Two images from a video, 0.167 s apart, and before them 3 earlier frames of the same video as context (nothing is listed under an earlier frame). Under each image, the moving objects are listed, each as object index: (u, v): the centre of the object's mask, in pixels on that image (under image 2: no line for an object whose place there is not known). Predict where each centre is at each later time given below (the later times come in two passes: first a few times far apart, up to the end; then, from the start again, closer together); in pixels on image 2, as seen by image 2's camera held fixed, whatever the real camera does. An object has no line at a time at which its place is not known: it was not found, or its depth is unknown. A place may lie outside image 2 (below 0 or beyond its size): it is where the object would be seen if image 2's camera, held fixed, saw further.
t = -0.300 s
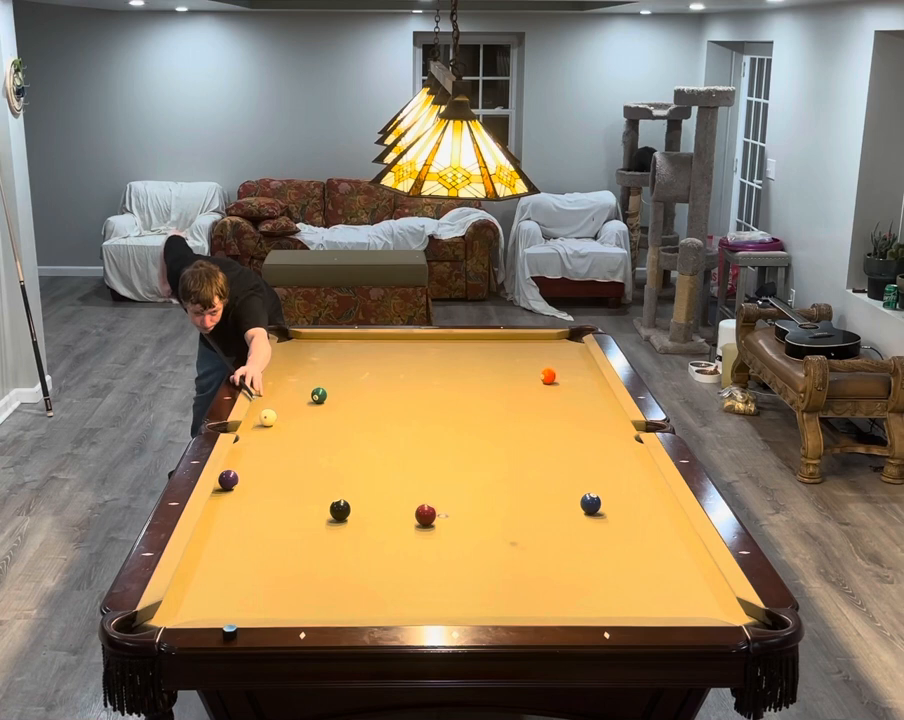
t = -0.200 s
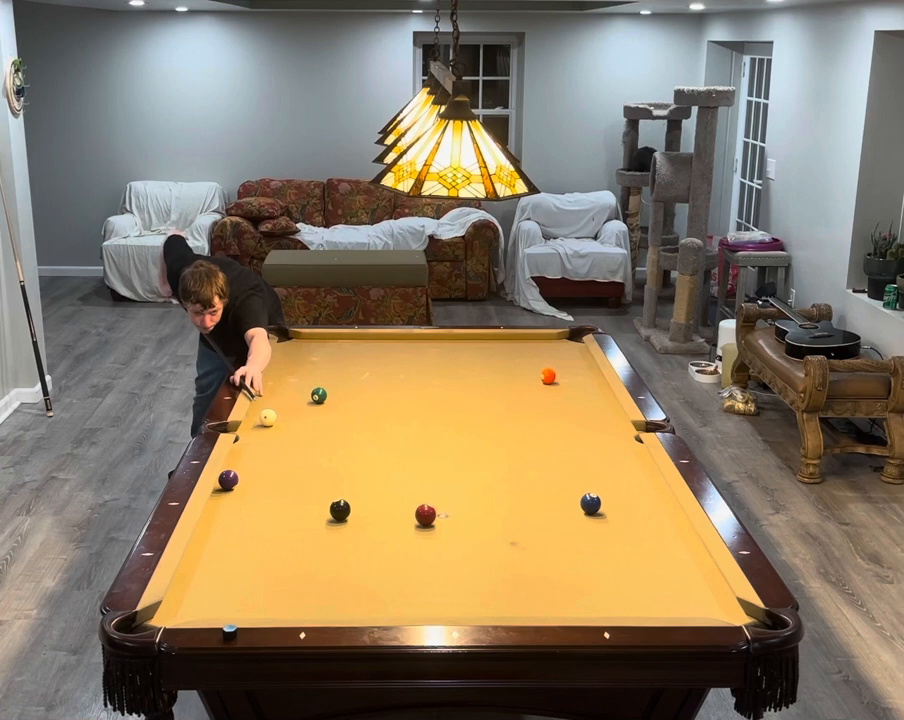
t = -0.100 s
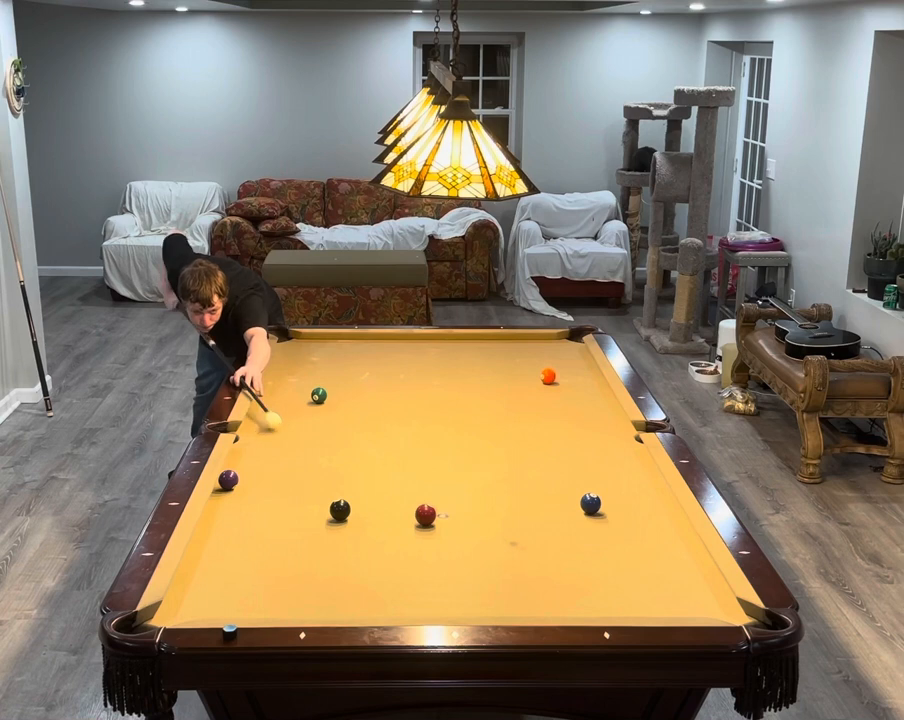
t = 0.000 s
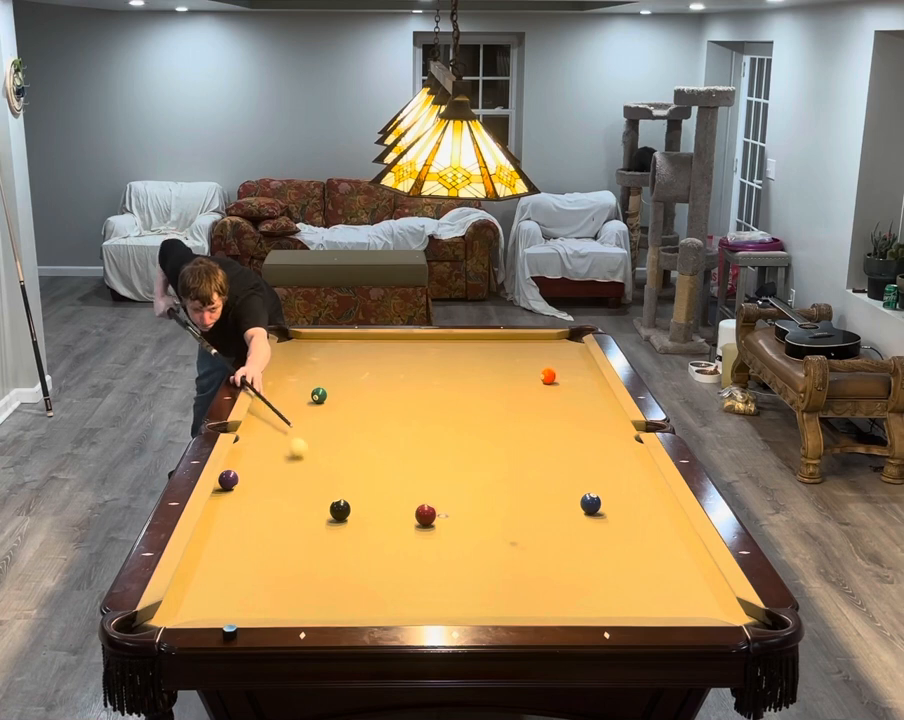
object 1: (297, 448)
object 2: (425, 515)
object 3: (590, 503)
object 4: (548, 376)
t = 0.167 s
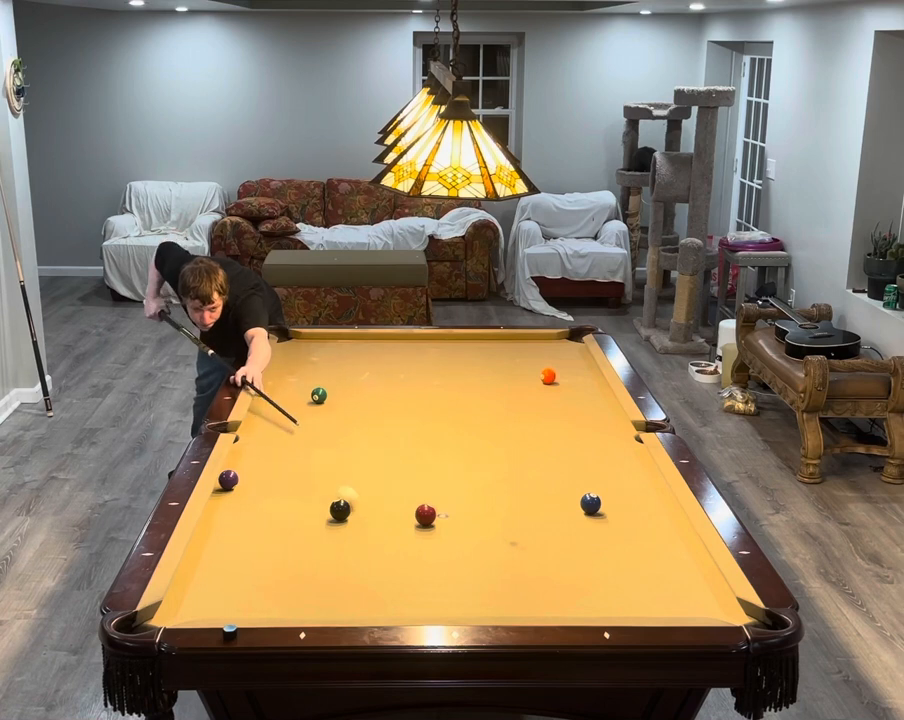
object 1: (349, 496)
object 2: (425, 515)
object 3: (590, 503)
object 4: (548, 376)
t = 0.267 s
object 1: (404, 518)
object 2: (426, 515)
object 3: (590, 503)
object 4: (548, 376)
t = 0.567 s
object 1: (489, 601)
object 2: (524, 505)
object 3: (590, 503)
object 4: (548, 376)
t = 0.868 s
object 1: (538, 566)
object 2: (581, 495)
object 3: (619, 506)
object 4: (548, 376)
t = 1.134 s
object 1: (567, 526)
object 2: (604, 484)
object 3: (667, 511)
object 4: (548, 376)
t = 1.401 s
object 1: (592, 493)
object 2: (624, 473)
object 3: (653, 514)
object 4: (548, 376)
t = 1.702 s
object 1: (615, 461)
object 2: (644, 464)
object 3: (627, 516)
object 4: (548, 376)
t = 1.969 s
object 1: (630, 438)
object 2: (632, 459)
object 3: (607, 519)
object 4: (548, 376)
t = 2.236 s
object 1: (607, 422)
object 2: (619, 454)
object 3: (589, 521)
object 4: (548, 376)
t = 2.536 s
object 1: (584, 406)
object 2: (606, 451)
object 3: (571, 523)
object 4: (548, 376)
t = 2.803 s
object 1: (566, 394)
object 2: (596, 447)
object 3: (556, 524)
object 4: (548, 376)
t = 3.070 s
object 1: (550, 383)
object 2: (587, 445)
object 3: (544, 524)
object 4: (547, 373)
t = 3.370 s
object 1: (534, 378)
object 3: (533, 525)
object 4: (548, 370)
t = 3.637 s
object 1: (521, 376)
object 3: (526, 526)
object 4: (548, 365)
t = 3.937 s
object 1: (507, 373)
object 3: (521, 526)
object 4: (547, 359)
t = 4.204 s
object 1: (497, 371)
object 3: (518, 526)
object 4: (547, 355)
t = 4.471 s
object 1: (488, 369)
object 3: (517, 526)
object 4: (547, 351)
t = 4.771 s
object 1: (480, 368)
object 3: (517, 526)
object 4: (546, 348)
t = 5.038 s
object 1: (474, 367)
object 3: (517, 526)
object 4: (546, 345)
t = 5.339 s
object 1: (469, 366)
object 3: (517, 526)
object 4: (545, 342)
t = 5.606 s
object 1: (466, 365)
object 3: (517, 526)
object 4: (544, 341)
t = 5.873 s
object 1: (464, 365)
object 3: (517, 526)
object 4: (544, 339)
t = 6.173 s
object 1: (464, 365)
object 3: (517, 526)
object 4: (542, 338)
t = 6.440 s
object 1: (464, 365)
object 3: (517, 526)
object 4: (541, 337)
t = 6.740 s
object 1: (464, 365)
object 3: (517, 526)
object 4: (541, 337)
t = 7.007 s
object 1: (464, 365)
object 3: (517, 526)
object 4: (542, 337)
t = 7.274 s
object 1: (464, 365)
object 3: (517, 526)
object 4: (542, 337)
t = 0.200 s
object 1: (363, 506)
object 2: (425, 515)
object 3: (590, 503)
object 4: (548, 376)
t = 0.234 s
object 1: (383, 511)
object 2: (425, 515)
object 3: (590, 503)
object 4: (548, 376)
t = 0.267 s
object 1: (404, 518)
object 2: (426, 515)
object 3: (590, 503)
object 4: (548, 376)
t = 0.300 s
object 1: (410, 525)
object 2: (439, 513)
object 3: (590, 503)
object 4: (548, 376)
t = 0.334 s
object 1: (418, 534)
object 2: (452, 512)
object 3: (590, 503)
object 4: (548, 376)
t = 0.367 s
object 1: (427, 543)
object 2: (463, 511)
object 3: (590, 503)
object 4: (548, 376)
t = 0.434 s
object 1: (446, 561)
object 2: (483, 509)
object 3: (590, 503)
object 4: (548, 376)
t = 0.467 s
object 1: (457, 571)
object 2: (494, 508)
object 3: (590, 503)
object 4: (548, 376)
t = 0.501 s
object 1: (467, 581)
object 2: (504, 507)
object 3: (590, 503)
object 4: (548, 376)
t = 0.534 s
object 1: (478, 592)
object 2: (514, 507)
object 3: (590, 503)
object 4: (548, 376)
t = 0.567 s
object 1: (489, 601)
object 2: (524, 505)
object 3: (590, 503)
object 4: (548, 376)
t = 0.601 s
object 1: (500, 607)
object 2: (534, 505)
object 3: (590, 503)
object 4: (548, 376)
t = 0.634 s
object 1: (508, 607)
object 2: (543, 504)
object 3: (590, 503)
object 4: (548, 376)
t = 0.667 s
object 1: (512, 602)
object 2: (553, 502)
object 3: (590, 503)
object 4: (548, 376)
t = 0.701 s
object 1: (516, 596)
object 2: (563, 502)
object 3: (590, 503)
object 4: (548, 376)
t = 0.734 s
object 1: (521, 589)
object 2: (570, 501)
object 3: (593, 504)
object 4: (548, 376)
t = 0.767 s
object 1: (525, 583)
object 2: (571, 499)
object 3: (601, 505)
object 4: (548, 376)
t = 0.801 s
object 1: (530, 577)
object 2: (574, 497)
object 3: (607, 505)
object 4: (548, 376)
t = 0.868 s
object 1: (538, 566)
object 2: (581, 495)
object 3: (619, 506)
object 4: (548, 376)
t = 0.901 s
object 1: (542, 560)
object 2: (584, 493)
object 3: (625, 507)
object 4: (548, 376)
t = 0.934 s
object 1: (546, 555)
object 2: (587, 491)
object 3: (631, 507)
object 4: (548, 376)
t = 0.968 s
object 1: (549, 550)
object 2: (590, 490)
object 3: (637, 508)
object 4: (548, 376)
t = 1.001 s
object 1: (553, 545)
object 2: (593, 489)
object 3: (643, 508)
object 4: (548, 376)
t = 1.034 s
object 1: (557, 540)
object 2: (595, 487)
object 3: (649, 509)
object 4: (548, 376)
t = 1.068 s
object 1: (560, 535)
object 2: (598, 486)
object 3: (655, 510)
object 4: (548, 376)
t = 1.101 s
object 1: (564, 531)
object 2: (601, 485)
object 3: (661, 510)
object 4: (548, 376)
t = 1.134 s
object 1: (567, 526)
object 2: (604, 484)
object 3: (667, 511)
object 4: (548, 376)
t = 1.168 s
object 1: (571, 522)
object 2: (606, 482)
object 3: (672, 511)
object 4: (548, 376)
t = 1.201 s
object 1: (574, 517)
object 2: (609, 481)
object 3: (670, 512)
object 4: (548, 376)
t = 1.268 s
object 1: (580, 509)
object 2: (614, 478)
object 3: (664, 512)
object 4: (548, 376)
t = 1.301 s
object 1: (583, 505)
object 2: (617, 477)
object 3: (661, 513)
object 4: (548, 376)
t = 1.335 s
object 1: (586, 501)
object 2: (619, 476)
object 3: (658, 513)
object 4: (548, 376)
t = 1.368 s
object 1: (589, 496)
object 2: (621, 475)
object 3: (655, 513)
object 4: (548, 376)
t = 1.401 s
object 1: (592, 493)
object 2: (624, 473)
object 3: (653, 514)
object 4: (548, 376)
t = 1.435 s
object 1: (595, 489)
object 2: (626, 472)
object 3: (650, 514)
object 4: (548, 376)
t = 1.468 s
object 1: (597, 485)
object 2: (629, 471)
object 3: (647, 514)
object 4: (548, 376)
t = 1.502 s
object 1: (600, 482)
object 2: (631, 470)
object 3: (644, 515)
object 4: (548, 376)
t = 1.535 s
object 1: (603, 478)
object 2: (633, 469)
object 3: (641, 515)
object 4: (548, 376)
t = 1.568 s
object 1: (605, 474)
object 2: (635, 468)
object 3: (638, 515)
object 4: (548, 376)
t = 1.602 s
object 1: (608, 471)
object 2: (638, 467)
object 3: (635, 516)
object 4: (548, 376)
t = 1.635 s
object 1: (610, 468)
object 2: (640, 466)
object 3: (633, 516)
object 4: (548, 376)
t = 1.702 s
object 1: (615, 461)
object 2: (644, 464)
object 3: (627, 516)
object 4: (548, 376)
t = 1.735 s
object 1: (618, 458)
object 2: (645, 463)
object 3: (625, 517)
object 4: (548, 376)
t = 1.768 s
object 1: (620, 455)
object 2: (643, 462)
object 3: (622, 517)
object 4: (548, 376)
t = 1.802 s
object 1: (622, 452)
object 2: (641, 461)
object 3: (619, 517)
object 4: (548, 376)
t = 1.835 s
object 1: (624, 449)
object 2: (639, 461)
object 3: (617, 518)
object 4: (548, 376)
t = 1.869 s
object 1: (626, 445)
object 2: (637, 460)
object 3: (614, 518)
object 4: (548, 376)
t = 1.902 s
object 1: (628, 443)
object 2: (636, 459)
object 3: (612, 518)
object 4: (548, 376)
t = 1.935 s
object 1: (630, 440)
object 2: (634, 459)
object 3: (609, 519)
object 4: (548, 376)
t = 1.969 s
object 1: (630, 438)
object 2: (632, 459)
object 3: (607, 519)
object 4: (548, 376)
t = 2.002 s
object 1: (627, 435)
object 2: (630, 458)
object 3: (605, 519)
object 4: (548, 376)
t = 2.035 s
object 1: (624, 434)
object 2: (628, 457)
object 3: (602, 519)
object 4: (548, 376)
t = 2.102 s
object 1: (618, 429)
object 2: (625, 457)
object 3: (598, 520)
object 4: (548, 376)
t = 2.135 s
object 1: (615, 427)
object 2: (623, 456)
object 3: (596, 520)
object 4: (548, 376)
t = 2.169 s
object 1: (612, 426)
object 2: (622, 455)
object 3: (593, 520)
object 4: (548, 376)
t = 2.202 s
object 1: (609, 424)
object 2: (620, 455)
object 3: (591, 521)
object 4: (548, 376)
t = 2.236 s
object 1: (607, 422)
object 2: (619, 454)
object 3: (589, 521)
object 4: (548, 376)
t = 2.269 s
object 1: (604, 420)
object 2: (617, 454)
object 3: (587, 521)
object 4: (548, 376)
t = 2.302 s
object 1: (602, 418)
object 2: (616, 453)
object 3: (585, 521)
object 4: (548, 376)
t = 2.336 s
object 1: (599, 416)
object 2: (614, 453)
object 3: (582, 521)
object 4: (548, 376)
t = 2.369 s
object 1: (597, 415)
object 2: (613, 452)
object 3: (580, 522)
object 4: (548, 376)
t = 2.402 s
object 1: (594, 413)
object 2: (611, 452)
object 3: (578, 522)
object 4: (548, 376)
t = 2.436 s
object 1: (592, 411)
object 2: (610, 452)
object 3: (576, 522)
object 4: (548, 376)
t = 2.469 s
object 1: (589, 409)
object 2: (608, 451)
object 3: (574, 522)
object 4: (548, 376)
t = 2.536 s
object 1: (584, 406)
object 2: (606, 451)
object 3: (571, 523)
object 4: (548, 376)
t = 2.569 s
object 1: (582, 405)
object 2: (604, 450)
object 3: (569, 522)
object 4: (548, 376)
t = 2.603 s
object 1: (580, 403)
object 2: (603, 450)
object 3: (567, 522)
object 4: (548, 376)
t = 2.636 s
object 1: (577, 401)
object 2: (602, 449)
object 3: (565, 523)
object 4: (548, 376)
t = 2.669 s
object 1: (575, 400)
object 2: (601, 449)
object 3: (563, 523)
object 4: (548, 376)
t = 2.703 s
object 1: (573, 398)
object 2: (599, 449)
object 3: (561, 523)
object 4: (548, 376)
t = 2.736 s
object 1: (571, 397)
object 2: (598, 448)
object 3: (559, 523)
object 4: (548, 376)
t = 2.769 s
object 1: (568, 395)
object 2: (597, 448)
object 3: (558, 523)
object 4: (548, 376)
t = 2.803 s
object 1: (566, 394)
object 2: (596, 447)
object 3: (556, 524)
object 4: (548, 376)
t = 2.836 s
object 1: (564, 392)
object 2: (594, 447)
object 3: (555, 524)
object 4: (548, 376)
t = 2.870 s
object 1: (562, 391)
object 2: (593, 447)
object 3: (553, 524)
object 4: (548, 376)
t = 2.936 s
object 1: (558, 388)
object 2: (591, 446)
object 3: (550, 524)
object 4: (548, 376)
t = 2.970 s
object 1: (556, 387)
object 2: (590, 446)
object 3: (549, 524)
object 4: (547, 375)
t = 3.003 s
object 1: (554, 385)
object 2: (589, 446)
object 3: (547, 524)
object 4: (547, 375)
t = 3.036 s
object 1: (552, 384)
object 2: (588, 446)
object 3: (546, 524)
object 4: (547, 374)
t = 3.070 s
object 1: (550, 383)
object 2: (587, 445)
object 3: (544, 524)
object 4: (547, 373)
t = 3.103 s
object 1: (549, 382)
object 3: (543, 525)
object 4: (548, 372)
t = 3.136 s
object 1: (547, 381)
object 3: (542, 525)
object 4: (549, 371)
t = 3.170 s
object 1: (545, 380)
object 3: (540, 525)
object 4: (550, 372)
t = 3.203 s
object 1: (543, 380)
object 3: (539, 525)
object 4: (550, 372)
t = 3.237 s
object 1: (541, 380)
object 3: (538, 525)
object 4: (550, 371)
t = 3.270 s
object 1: (539, 379)
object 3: (537, 525)
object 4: (549, 372)
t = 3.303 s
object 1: (537, 379)
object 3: (536, 525)
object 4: (548, 371)
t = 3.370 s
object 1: (534, 378)
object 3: (533, 525)
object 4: (548, 370)
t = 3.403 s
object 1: (532, 378)
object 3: (532, 525)
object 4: (548, 369)
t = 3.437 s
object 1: (530, 378)
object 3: (531, 525)
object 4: (548, 369)
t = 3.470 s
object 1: (528, 377)
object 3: (530, 525)
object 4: (548, 368)
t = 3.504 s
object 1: (527, 377)
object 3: (529, 525)
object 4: (548, 367)
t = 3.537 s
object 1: (525, 377)
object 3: (529, 525)
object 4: (548, 367)
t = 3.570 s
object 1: (524, 376)
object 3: (528, 525)
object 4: (548, 366)
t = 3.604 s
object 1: (522, 376)
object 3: (527, 526)
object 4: (548, 365)
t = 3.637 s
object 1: (521, 376)
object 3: (526, 526)
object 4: (548, 365)
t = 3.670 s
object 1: (519, 375)
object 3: (525, 526)
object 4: (548, 364)
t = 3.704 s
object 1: (517, 375)
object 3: (525, 526)
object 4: (548, 363)
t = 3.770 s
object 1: (514, 374)
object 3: (523, 526)
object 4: (548, 362)
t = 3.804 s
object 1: (513, 374)
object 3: (523, 526)
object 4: (548, 361)
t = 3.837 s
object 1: (511, 374)
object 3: (522, 526)
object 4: (547, 361)
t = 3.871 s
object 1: (510, 374)
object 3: (522, 526)
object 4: (548, 360)
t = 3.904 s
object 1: (509, 373)
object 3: (521, 526)
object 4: (547, 360)
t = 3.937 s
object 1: (507, 373)
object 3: (521, 526)
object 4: (547, 359)
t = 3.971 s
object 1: (506, 373)
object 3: (520, 526)
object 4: (547, 359)
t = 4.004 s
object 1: (505, 373)
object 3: (520, 526)
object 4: (547, 358)
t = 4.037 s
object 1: (503, 372)
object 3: (519, 526)
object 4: (547, 357)
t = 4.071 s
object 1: (502, 372)
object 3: (519, 526)
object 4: (547, 357)
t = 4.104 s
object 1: (501, 372)
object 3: (518, 526)
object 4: (547, 357)
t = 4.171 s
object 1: (498, 371)
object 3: (518, 526)
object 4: (547, 356)
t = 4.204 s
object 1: (497, 371)
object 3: (518, 526)
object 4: (547, 355)
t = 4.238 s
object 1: (496, 371)
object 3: (518, 526)
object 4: (547, 355)
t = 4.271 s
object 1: (495, 371)
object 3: (517, 526)
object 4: (547, 354)
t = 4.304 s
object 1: (494, 370)
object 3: (517, 526)
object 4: (547, 354)
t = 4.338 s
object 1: (493, 370)
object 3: (517, 526)
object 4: (547, 352)
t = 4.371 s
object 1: (492, 370)
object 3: (517, 526)
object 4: (547, 352)
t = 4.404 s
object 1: (490, 370)
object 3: (517, 526)
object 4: (547, 352)
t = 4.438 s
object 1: (489, 370)
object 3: (517, 526)
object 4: (547, 352)
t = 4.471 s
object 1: (488, 369)
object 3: (517, 526)
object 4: (547, 351)
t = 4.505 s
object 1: (488, 369)
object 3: (517, 526)
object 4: (547, 351)
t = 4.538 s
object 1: (487, 369)
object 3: (517, 526)
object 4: (547, 350)
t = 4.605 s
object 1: (485, 369)
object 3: (517, 526)
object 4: (546, 349)
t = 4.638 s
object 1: (484, 368)
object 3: (517, 526)
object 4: (546, 349)
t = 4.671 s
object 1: (483, 368)
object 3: (517, 526)
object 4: (546, 349)
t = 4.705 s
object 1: (482, 368)
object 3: (517, 526)
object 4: (546, 349)
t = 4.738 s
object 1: (481, 368)
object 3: (517, 526)
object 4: (546, 348)
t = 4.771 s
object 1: (480, 368)
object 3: (517, 526)
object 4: (546, 348)
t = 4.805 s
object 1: (479, 367)
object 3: (517, 526)
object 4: (546, 347)
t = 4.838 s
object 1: (478, 367)
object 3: (517, 526)
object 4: (546, 347)
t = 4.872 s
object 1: (478, 367)
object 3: (517, 526)
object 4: (546, 347)
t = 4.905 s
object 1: (477, 367)
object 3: (517, 526)
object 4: (546, 346)
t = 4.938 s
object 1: (477, 367)
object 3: (517, 526)
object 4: (546, 345)
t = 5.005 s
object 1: (475, 367)
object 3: (517, 526)
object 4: (546, 345)
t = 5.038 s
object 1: (474, 367)
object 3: (517, 526)
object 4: (546, 345)
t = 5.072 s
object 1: (474, 366)
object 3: (517, 526)
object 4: (546, 344)
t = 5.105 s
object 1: (473, 366)
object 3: (517, 526)
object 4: (545, 344)
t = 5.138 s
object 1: (473, 366)
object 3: (517, 526)
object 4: (545, 344)
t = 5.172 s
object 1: (472, 366)
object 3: (517, 526)
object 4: (545, 344)
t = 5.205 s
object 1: (471, 366)
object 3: (517, 526)
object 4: (545, 343)
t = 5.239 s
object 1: (471, 366)
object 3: (517, 526)
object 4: (545, 343)
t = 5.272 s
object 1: (470, 366)
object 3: (517, 526)
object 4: (545, 343)
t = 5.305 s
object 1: (470, 366)
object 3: (517, 526)
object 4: (545, 342)
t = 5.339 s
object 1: (469, 366)
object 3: (517, 526)
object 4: (545, 342)
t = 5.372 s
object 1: (469, 366)
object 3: (517, 526)
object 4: (545, 342)
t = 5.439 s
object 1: (468, 365)
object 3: (517, 526)
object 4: (545, 342)
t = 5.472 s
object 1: (468, 365)
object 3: (517, 526)
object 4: (545, 341)
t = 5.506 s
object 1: (467, 365)
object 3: (517, 526)
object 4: (545, 341)
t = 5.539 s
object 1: (467, 365)
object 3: (517, 526)
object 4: (544, 341)
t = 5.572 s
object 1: (467, 365)
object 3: (517, 526)
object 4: (544, 341)
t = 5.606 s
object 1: (466, 365)
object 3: (517, 526)
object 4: (544, 341)
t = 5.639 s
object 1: (466, 365)
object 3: (517, 526)
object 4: (544, 340)
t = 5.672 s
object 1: (466, 365)
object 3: (517, 526)
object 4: (544, 340)
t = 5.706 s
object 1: (466, 365)
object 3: (517, 526)
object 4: (544, 340)
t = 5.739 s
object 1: (465, 365)
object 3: (517, 526)
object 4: (544, 339)
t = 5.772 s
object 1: (465, 365)
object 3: (517, 526)
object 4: (544, 339)
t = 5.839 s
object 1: (465, 365)
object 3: (517, 526)
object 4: (544, 339)
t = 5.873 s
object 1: (464, 365)
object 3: (517, 526)
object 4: (544, 339)
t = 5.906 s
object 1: (464, 365)
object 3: (517, 526)
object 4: (544, 339)
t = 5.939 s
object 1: (464, 365)
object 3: (517, 526)
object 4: (544, 338)
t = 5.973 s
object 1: (464, 365)
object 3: (517, 526)
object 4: (543, 338)
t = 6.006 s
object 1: (464, 365)
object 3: (517, 526)
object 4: (543, 338)
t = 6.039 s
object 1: (464, 365)
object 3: (517, 526)
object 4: (543, 338)
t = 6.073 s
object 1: (464, 365)
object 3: (517, 526)
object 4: (543, 338)
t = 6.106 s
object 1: (464, 365)
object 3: (517, 526)
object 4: (542, 338)
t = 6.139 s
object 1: (464, 365)
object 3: (517, 526)
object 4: (543, 338)
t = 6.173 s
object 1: (464, 365)
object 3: (517, 526)
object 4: (542, 338)
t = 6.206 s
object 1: (464, 365)
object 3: (517, 526)
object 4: (542, 338)
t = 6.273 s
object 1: (464, 365)
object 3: (517, 526)
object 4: (542, 337)
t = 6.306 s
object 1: (464, 365)
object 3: (517, 526)
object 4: (542, 338)
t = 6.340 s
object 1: (464, 365)
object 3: (517, 526)
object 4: (541, 337)
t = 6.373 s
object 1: (464, 365)
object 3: (517, 526)
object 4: (541, 337)
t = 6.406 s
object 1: (464, 365)
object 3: (517, 526)
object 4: (541, 337)
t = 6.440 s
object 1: (464, 365)
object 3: (517, 526)
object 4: (541, 337)
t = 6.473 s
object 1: (464, 365)
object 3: (517, 526)
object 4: (541, 337)
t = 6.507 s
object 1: (464, 365)
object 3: (517, 526)
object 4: (541, 337)
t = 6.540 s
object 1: (464, 365)
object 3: (517, 526)
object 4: (541, 337)
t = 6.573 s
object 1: (464, 365)
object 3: (517, 526)
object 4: (541, 337)
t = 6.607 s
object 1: (464, 365)
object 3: (517, 526)
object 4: (541, 337)
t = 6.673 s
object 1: (464, 365)
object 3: (517, 526)
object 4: (541, 337)
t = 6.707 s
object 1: (464, 365)
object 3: (517, 526)
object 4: (541, 337)
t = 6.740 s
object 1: (464, 365)
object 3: (517, 526)
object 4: (541, 337)
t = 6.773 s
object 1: (464, 365)
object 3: (517, 526)
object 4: (541, 337)
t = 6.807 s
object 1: (464, 365)
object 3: (517, 526)
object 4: (541, 337)
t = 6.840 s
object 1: (464, 365)
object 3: (517, 526)
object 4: (541, 337)
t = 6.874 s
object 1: (464, 365)
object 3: (517, 526)
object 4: (542, 337)
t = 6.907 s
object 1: (464, 365)
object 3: (517, 526)
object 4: (541, 337)
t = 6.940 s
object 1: (464, 365)
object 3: (517, 526)
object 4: (542, 337)
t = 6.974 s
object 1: (464, 365)
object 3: (517, 526)
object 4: (542, 337)
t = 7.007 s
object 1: (464, 365)
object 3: (517, 526)
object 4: (542, 337)
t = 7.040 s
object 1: (464, 365)
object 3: (517, 526)
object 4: (542, 337)
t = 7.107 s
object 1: (464, 365)
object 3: (517, 526)
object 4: (542, 337)
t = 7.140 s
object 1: (464, 365)
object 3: (517, 526)
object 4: (542, 337)
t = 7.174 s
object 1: (464, 365)
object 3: (517, 526)
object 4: (542, 337)
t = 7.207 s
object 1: (464, 365)
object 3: (518, 526)
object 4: (542, 337)
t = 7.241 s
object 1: (464, 365)
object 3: (518, 526)
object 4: (542, 337)
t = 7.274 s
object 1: (464, 365)
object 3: (517, 526)
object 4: (542, 337)
